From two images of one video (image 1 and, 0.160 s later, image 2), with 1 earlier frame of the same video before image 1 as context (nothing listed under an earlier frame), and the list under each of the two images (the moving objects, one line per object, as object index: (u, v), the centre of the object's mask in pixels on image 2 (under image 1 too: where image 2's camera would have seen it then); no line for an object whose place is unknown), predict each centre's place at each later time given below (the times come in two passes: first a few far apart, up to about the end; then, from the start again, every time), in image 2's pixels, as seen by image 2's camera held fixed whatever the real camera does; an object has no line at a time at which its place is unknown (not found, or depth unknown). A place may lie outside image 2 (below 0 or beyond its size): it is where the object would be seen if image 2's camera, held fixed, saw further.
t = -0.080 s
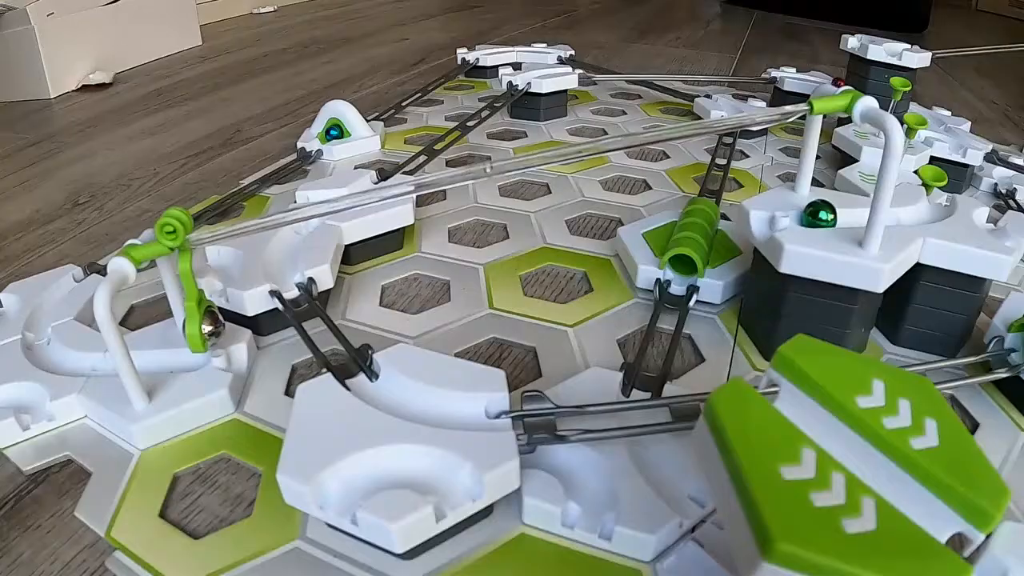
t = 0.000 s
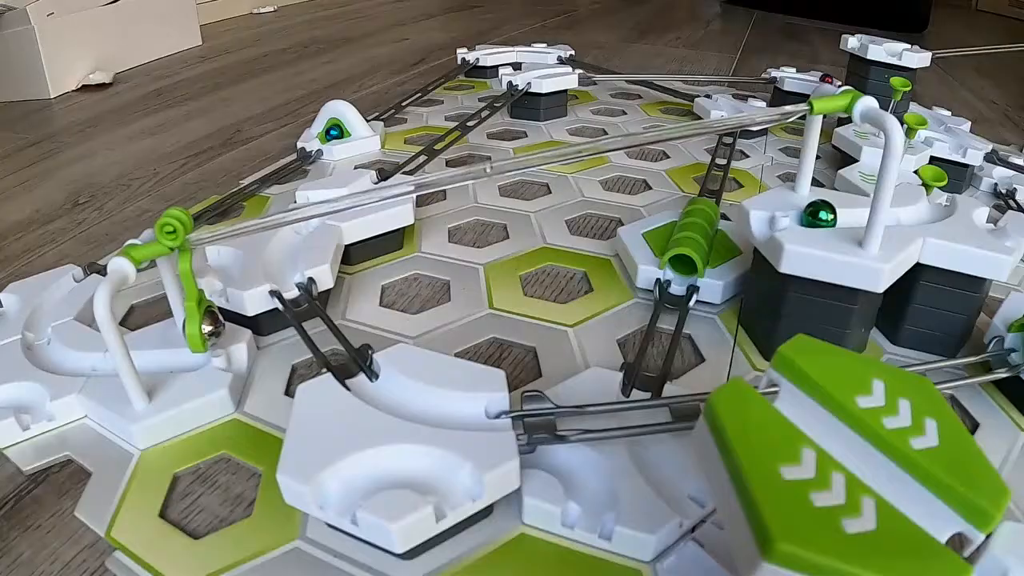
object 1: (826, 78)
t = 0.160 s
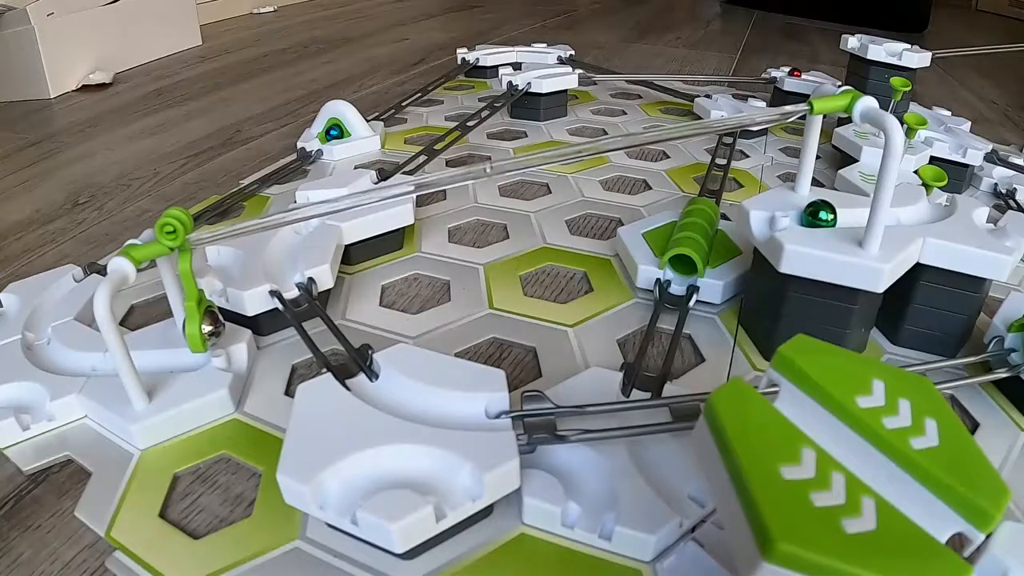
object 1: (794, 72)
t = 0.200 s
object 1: (786, 71)
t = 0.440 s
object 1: (749, 71)
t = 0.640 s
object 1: (717, 71)
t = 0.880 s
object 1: (677, 70)
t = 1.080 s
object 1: (643, 70)
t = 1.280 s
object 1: (607, 70)
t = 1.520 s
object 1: (569, 67)
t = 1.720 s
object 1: (540, 70)
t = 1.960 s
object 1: (519, 79)
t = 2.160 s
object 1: (505, 90)
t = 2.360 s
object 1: (484, 105)
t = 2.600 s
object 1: (452, 127)
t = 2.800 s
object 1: (417, 151)
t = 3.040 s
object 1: (361, 182)
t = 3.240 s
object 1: (303, 227)
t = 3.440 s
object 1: (280, 266)
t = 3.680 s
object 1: (317, 319)
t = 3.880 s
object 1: (356, 367)
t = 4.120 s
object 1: (455, 408)
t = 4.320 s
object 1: (557, 405)
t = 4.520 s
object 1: (664, 399)
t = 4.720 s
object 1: (760, 382)
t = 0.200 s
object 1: (786, 71)
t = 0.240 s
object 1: (781, 71)
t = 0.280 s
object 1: (774, 71)
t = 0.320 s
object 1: (768, 71)
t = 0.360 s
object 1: (762, 71)
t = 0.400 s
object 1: (756, 72)
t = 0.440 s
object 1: (749, 71)
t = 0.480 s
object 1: (745, 72)
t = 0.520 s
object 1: (738, 71)
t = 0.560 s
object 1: (730, 71)
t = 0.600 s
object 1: (724, 71)
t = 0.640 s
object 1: (717, 71)
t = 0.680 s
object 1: (710, 71)
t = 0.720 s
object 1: (705, 70)
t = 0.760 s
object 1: (698, 71)
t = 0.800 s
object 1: (691, 70)
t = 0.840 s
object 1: (684, 70)
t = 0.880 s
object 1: (677, 70)
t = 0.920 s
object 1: (670, 70)
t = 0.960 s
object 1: (665, 70)
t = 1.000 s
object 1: (657, 70)
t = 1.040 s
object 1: (650, 70)
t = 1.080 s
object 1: (643, 70)
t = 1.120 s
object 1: (635, 70)
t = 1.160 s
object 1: (627, 70)
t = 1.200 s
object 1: (623, 70)
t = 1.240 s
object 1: (615, 70)
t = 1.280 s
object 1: (607, 70)
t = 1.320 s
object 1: (600, 69)
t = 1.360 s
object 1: (593, 69)
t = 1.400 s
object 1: (587, 68)
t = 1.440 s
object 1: (582, 68)
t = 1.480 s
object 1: (576, 67)
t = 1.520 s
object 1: (569, 67)
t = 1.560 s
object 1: (562, 67)
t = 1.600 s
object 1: (556, 67)
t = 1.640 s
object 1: (550, 68)
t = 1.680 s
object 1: (545, 69)
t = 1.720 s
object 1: (540, 70)
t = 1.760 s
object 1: (535, 71)
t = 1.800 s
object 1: (530, 73)
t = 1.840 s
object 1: (527, 75)
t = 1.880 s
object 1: (523, 77)
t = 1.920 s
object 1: (521, 78)
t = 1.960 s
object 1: (519, 79)
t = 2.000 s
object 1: (517, 81)
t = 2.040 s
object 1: (514, 82)
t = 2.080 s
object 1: (510, 85)
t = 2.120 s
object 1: (507, 88)
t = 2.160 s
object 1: (505, 90)
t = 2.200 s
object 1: (502, 92)
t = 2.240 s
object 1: (497, 95)
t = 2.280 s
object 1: (493, 98)
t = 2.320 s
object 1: (489, 101)
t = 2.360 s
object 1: (484, 105)
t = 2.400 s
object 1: (481, 107)
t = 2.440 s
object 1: (476, 110)
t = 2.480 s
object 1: (470, 114)
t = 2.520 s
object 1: (464, 119)
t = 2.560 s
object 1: (458, 122)
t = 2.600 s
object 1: (452, 127)
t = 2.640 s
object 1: (448, 130)
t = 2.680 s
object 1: (441, 135)
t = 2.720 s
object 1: (433, 140)
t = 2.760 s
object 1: (426, 145)
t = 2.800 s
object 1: (417, 151)
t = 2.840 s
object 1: (409, 156)
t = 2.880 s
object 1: (402, 160)
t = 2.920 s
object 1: (390, 167)
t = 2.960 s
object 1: (382, 172)
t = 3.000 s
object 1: (372, 177)
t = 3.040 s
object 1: (361, 182)
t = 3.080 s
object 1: (349, 187)
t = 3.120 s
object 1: (340, 191)
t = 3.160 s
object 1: (327, 204)
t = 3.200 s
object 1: (316, 221)
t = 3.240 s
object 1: (303, 227)
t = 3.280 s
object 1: (292, 234)
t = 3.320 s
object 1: (286, 242)
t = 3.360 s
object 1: (281, 247)
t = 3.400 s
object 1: (280, 257)
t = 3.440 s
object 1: (280, 266)
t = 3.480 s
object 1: (285, 275)
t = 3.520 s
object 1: (291, 285)
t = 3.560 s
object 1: (297, 291)
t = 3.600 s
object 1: (302, 299)
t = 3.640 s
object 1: (309, 310)
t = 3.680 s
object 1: (317, 319)
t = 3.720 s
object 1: (325, 330)
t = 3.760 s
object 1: (333, 338)
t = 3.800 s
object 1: (342, 351)
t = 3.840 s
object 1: (347, 356)
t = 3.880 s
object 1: (356, 367)
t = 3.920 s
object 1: (368, 378)
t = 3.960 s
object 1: (382, 387)
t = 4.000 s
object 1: (400, 395)
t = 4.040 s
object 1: (418, 401)
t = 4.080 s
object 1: (432, 404)
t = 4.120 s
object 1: (455, 408)
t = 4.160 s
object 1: (478, 409)
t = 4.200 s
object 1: (500, 409)
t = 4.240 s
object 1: (523, 408)
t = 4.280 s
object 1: (543, 407)
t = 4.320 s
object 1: (557, 405)
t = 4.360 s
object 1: (578, 404)
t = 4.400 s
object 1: (599, 405)
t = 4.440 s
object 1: (620, 403)
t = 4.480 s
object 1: (642, 402)
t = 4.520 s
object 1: (664, 399)
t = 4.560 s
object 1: (678, 399)
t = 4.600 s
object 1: (693, 395)
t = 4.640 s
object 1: (709, 385)
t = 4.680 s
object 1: (738, 376)
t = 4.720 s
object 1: (760, 382)
